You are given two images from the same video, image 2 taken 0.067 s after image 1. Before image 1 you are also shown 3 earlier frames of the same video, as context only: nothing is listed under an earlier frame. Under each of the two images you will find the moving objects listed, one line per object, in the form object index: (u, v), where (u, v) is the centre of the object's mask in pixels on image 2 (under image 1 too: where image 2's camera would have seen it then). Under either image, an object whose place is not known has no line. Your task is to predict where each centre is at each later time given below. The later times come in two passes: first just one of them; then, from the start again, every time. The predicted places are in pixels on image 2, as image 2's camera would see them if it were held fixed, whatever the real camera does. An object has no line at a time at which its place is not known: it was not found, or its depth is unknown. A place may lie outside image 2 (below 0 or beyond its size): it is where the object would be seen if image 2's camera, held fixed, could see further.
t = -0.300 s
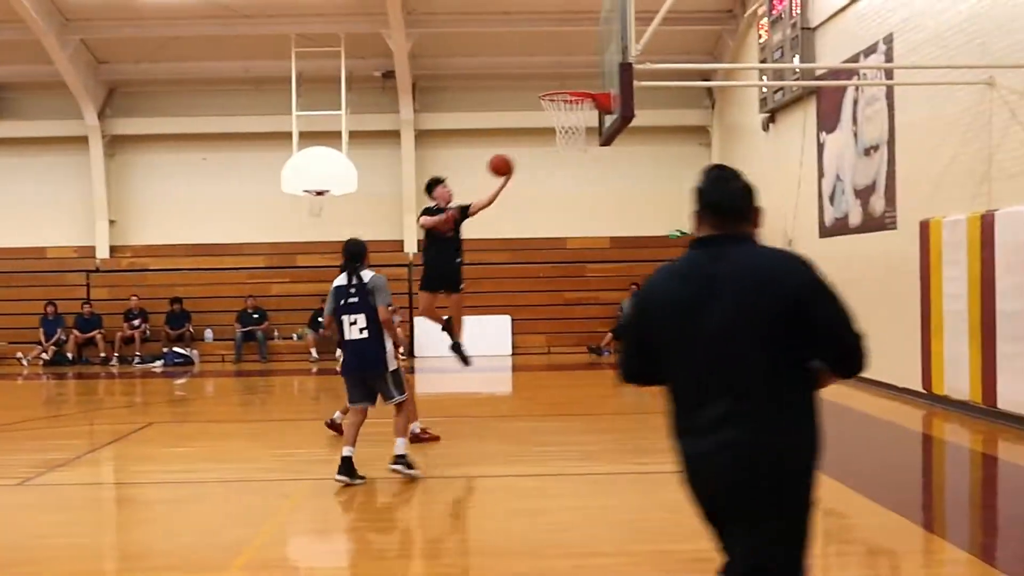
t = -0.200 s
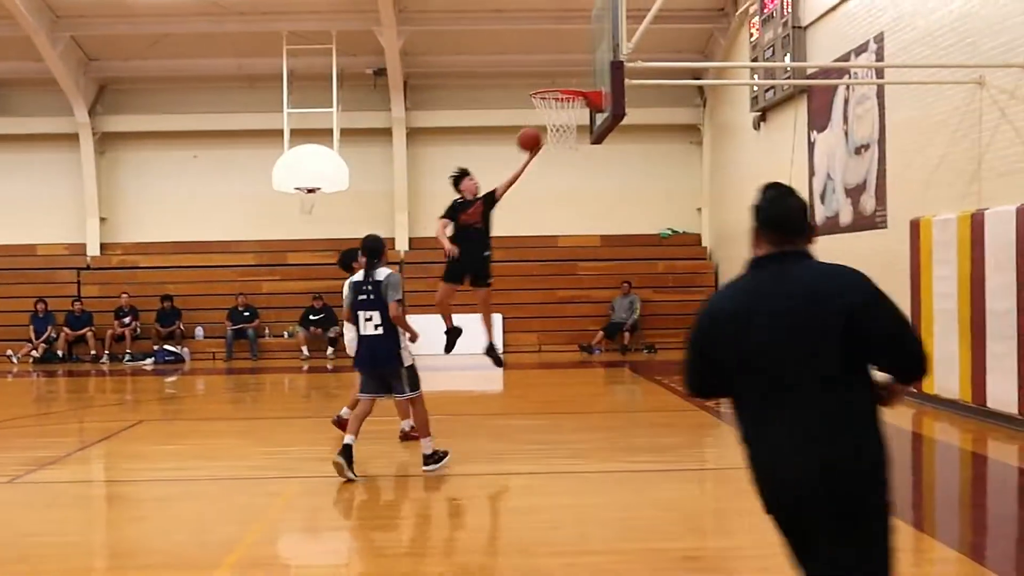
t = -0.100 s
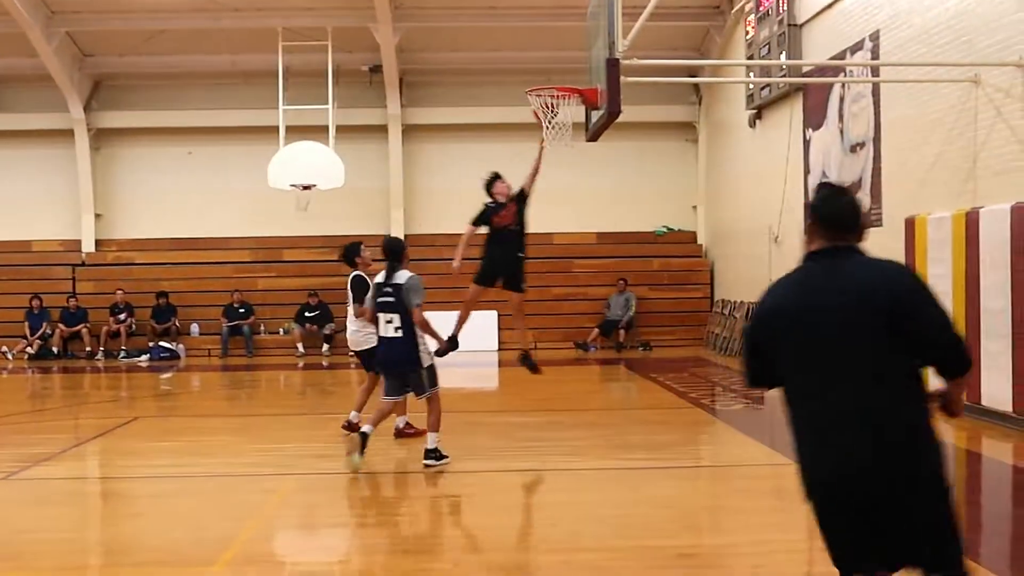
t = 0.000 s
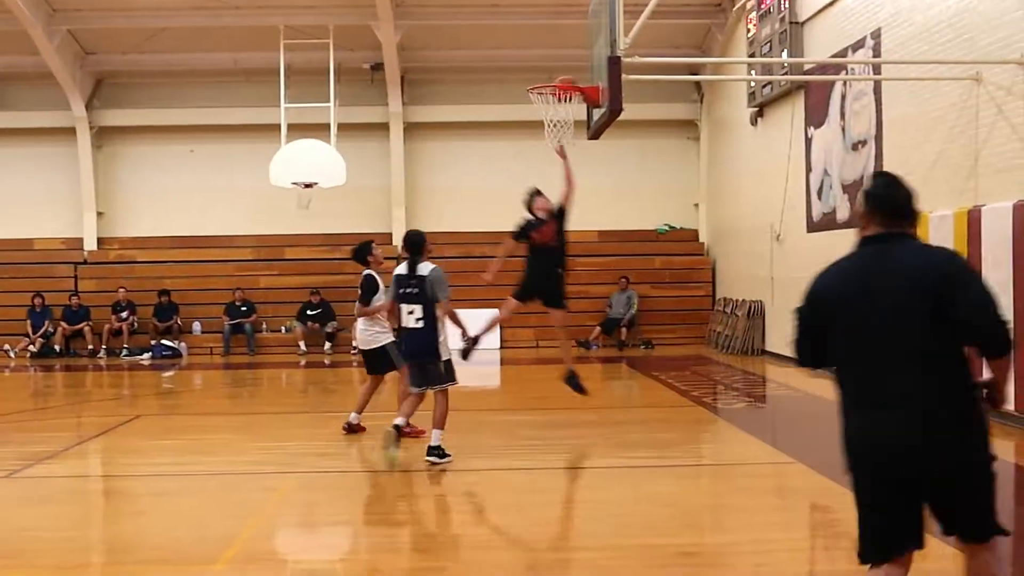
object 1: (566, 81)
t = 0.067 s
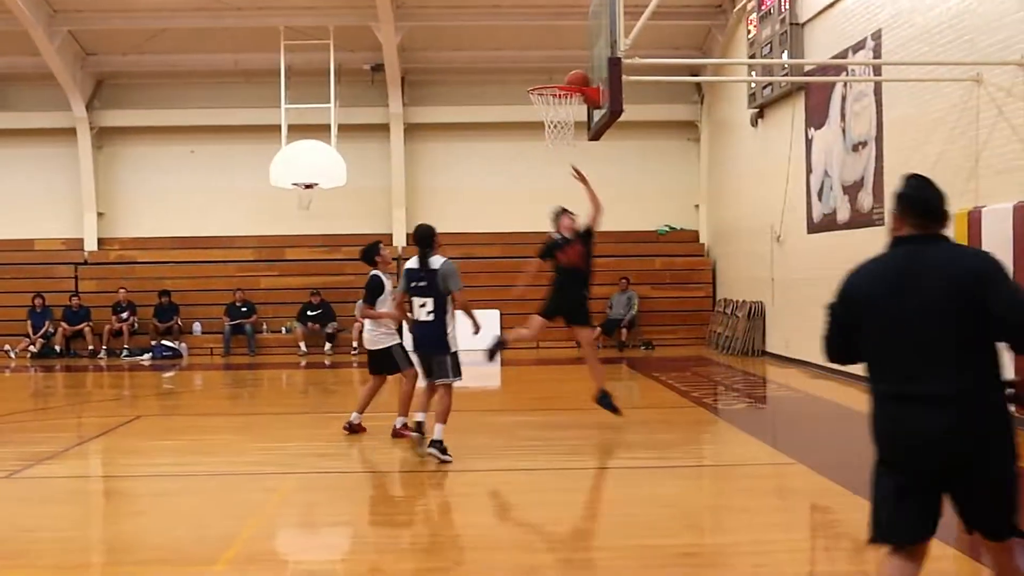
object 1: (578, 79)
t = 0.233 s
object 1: (568, 76)
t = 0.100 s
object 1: (583, 78)
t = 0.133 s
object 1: (580, 77)
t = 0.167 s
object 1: (576, 76)
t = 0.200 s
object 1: (571, 76)
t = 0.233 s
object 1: (568, 76)
